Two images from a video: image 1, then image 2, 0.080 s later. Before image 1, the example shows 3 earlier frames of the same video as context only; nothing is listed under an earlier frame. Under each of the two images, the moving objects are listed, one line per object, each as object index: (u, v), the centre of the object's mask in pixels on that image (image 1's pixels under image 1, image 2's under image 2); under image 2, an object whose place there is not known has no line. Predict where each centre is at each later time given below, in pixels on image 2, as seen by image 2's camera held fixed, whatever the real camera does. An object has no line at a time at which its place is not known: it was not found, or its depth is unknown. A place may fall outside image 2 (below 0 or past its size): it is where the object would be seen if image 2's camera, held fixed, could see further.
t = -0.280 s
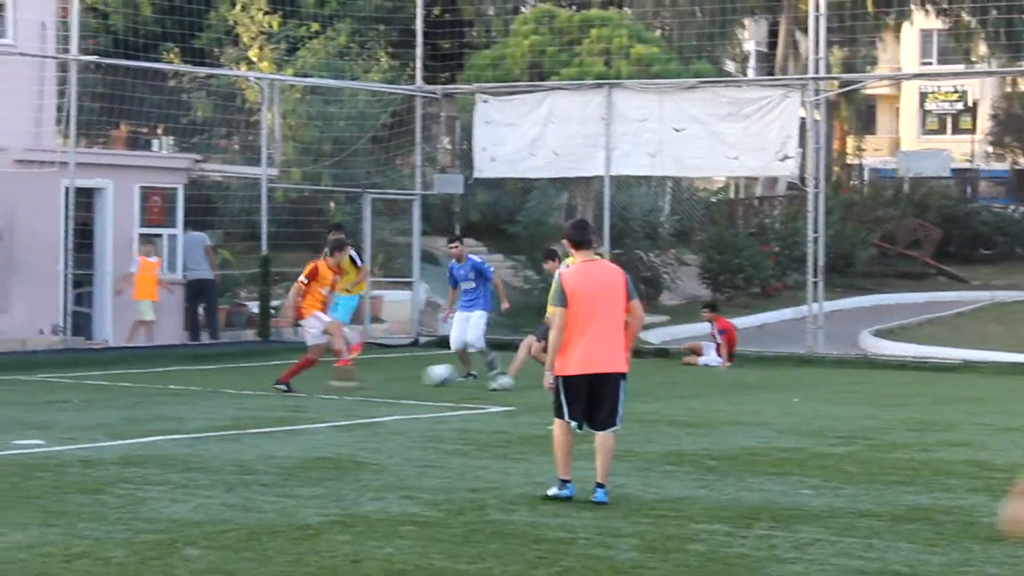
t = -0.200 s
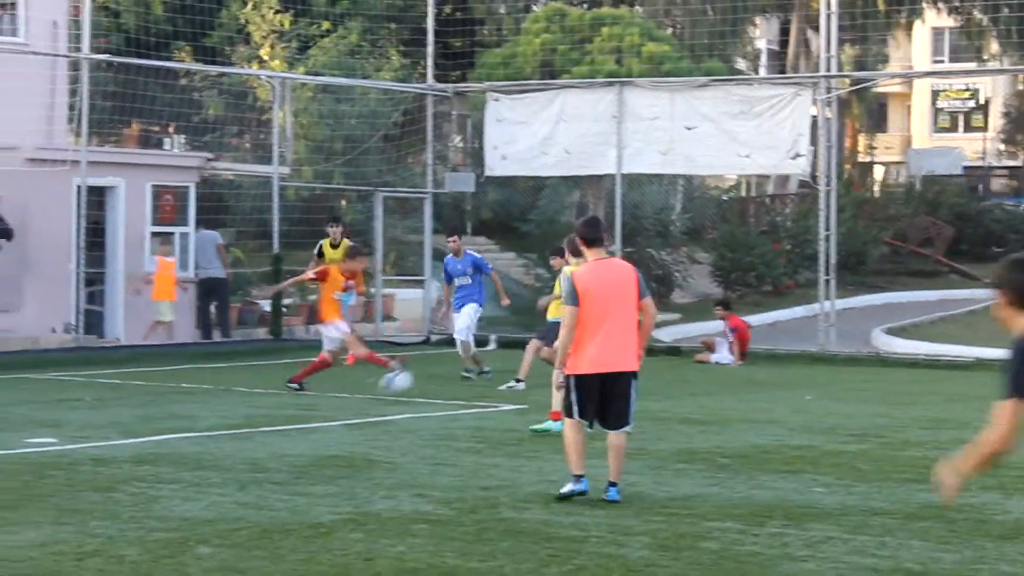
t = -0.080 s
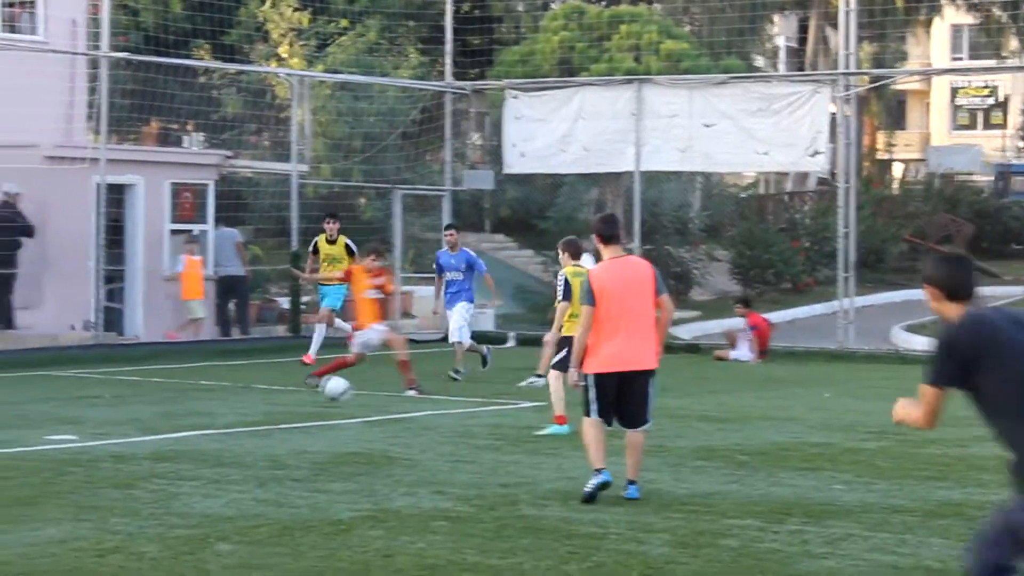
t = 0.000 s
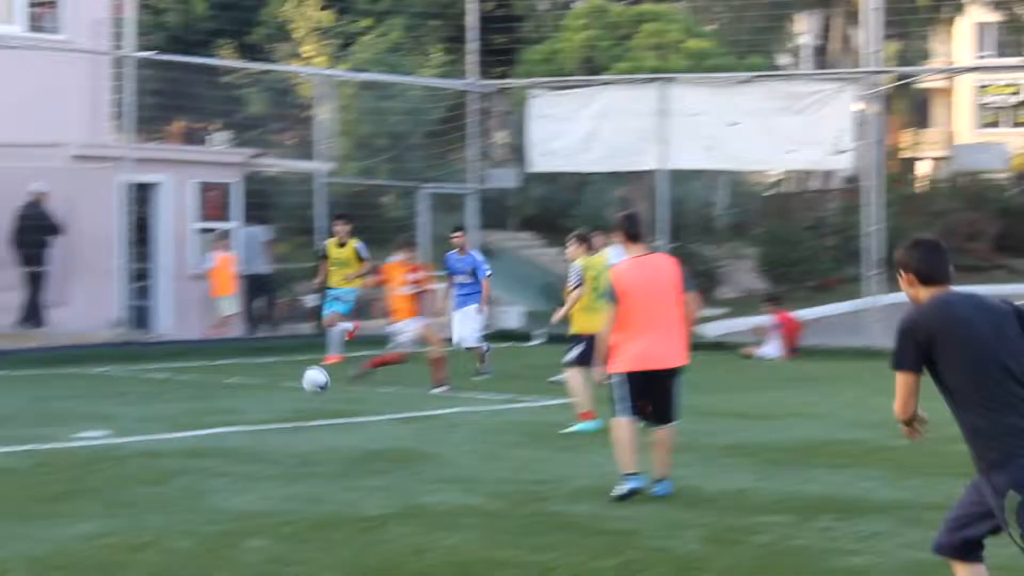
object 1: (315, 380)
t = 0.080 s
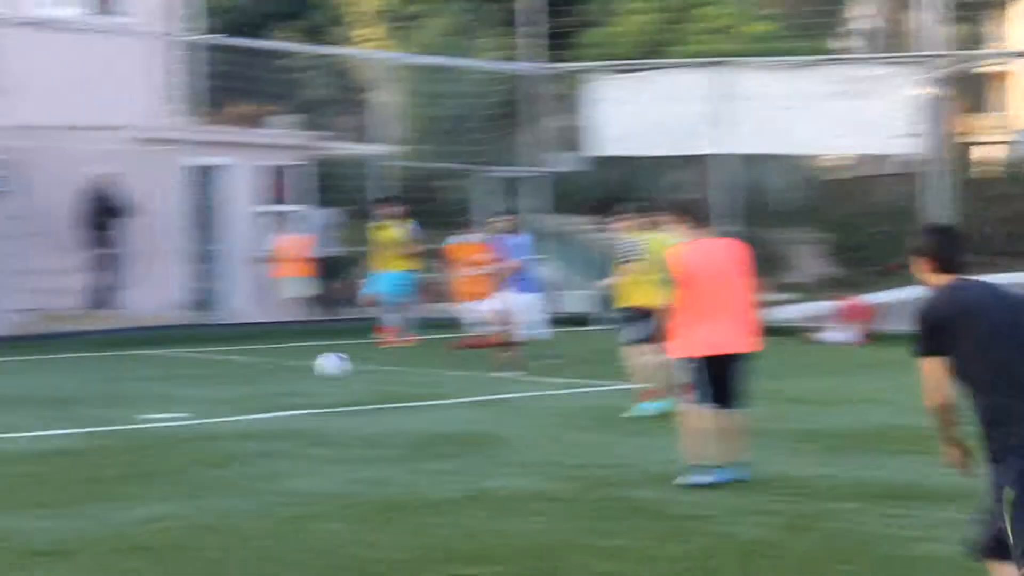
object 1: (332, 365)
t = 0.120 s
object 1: (306, 370)
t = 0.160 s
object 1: (281, 378)
